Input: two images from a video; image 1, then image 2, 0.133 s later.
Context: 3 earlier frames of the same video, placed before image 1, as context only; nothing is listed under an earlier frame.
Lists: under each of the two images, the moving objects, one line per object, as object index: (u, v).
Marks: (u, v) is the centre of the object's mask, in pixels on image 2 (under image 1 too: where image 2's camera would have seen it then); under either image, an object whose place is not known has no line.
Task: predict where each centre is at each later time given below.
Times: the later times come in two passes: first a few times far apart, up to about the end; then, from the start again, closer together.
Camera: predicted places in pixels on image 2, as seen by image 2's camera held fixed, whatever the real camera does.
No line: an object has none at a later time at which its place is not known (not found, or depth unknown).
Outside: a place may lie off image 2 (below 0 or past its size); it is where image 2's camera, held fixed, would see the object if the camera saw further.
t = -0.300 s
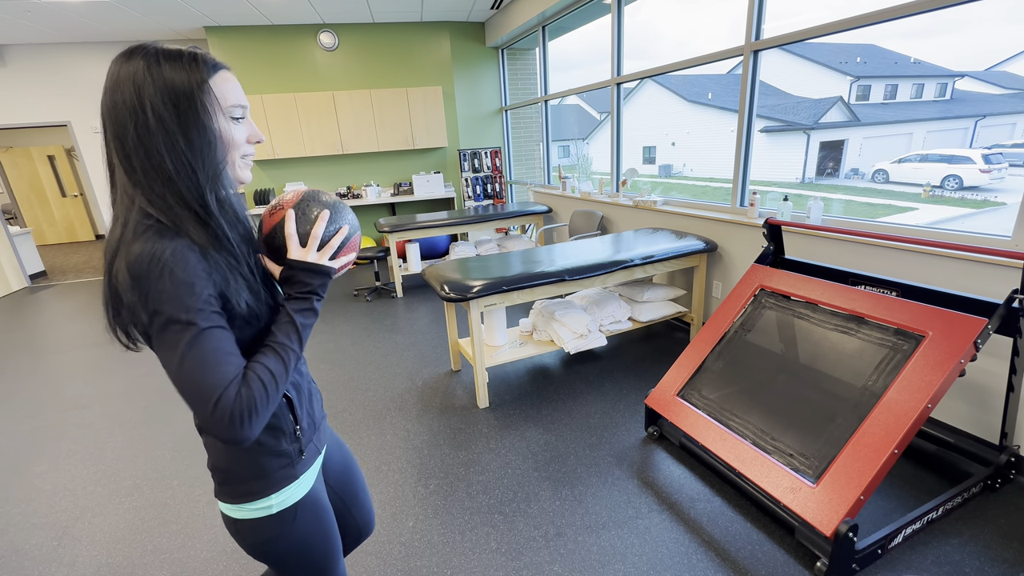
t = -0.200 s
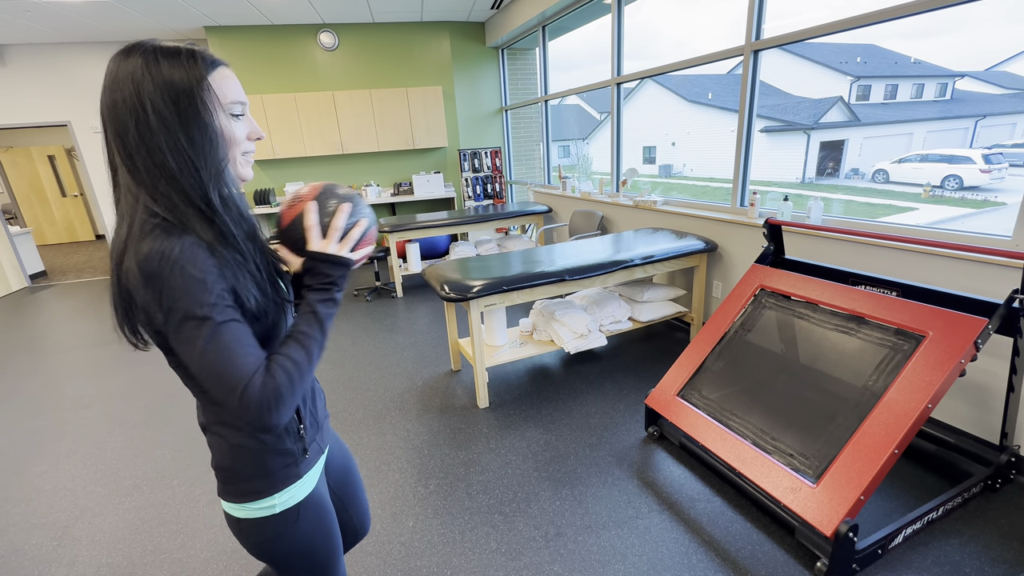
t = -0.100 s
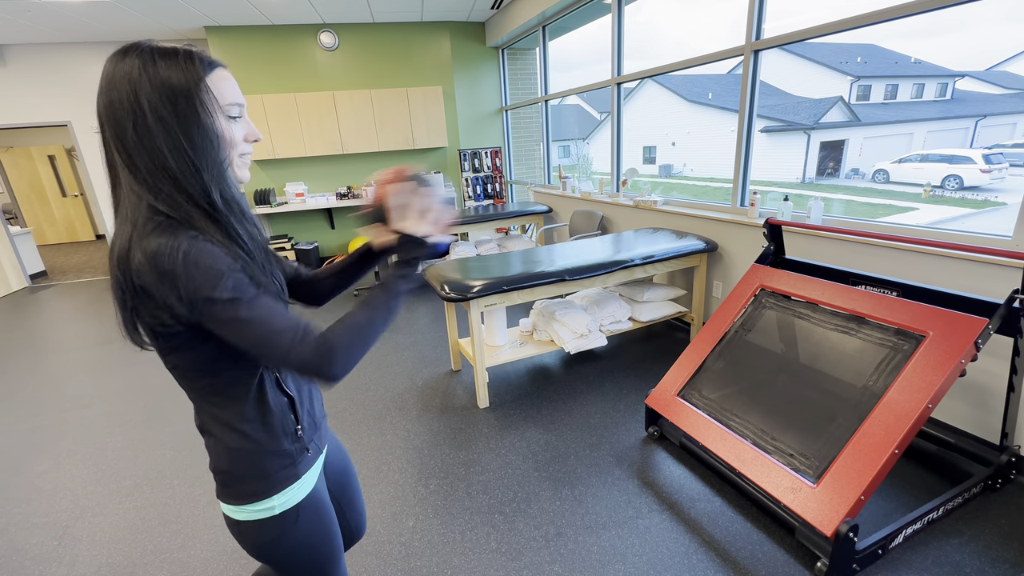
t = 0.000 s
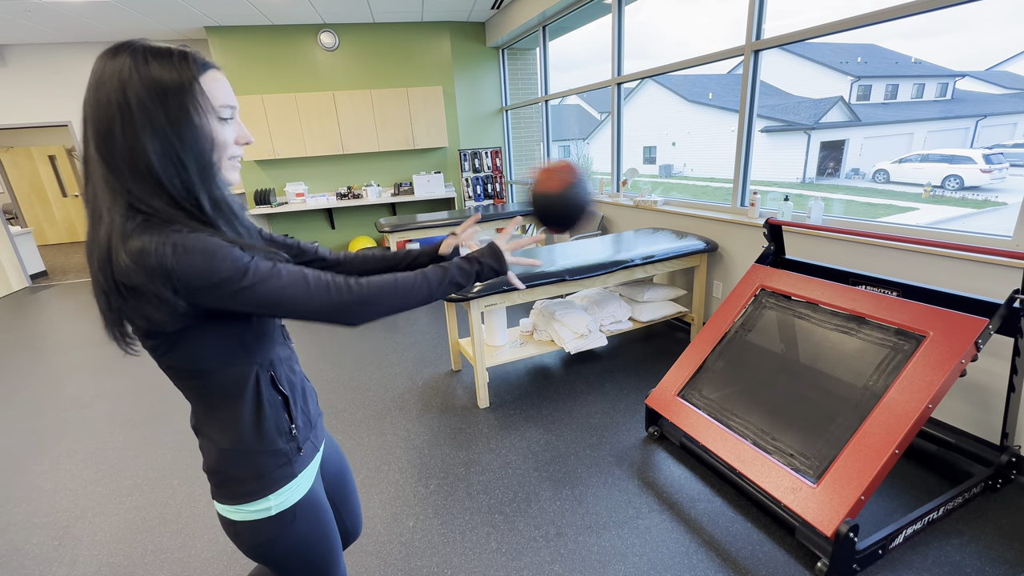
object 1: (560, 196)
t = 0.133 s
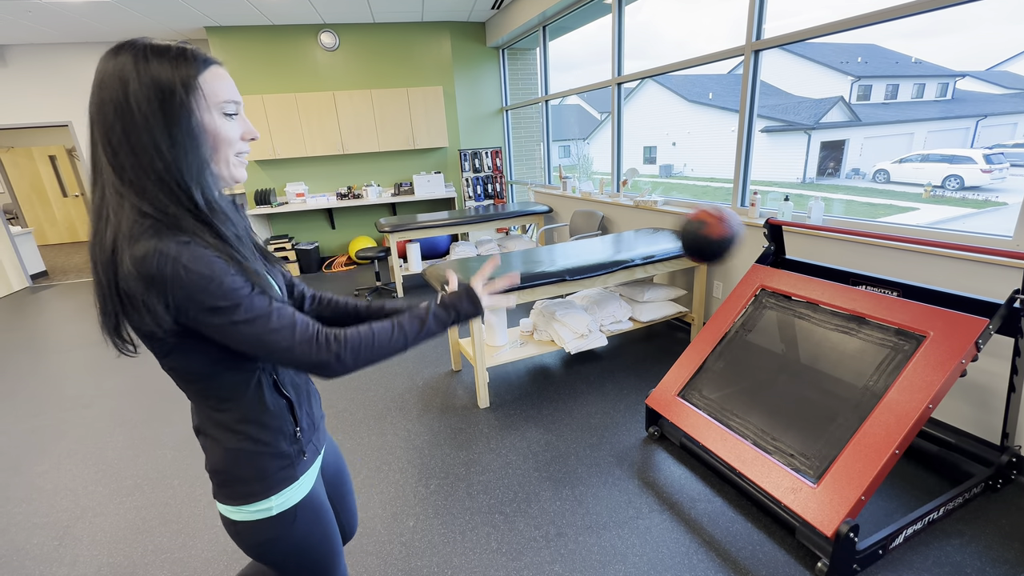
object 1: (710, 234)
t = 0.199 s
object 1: (761, 263)
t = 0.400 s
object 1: (795, 312)
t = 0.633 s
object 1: (590, 274)
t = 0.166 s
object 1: (737, 247)
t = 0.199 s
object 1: (761, 263)
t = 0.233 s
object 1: (783, 281)
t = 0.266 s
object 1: (803, 300)
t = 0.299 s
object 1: (820, 320)
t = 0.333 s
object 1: (831, 337)
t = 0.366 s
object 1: (816, 326)
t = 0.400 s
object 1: (795, 312)
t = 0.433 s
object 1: (770, 299)
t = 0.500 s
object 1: (717, 280)
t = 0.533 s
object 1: (689, 274)
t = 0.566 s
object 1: (657, 272)
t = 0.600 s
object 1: (625, 271)
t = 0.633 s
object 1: (590, 274)
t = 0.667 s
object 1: (552, 280)
